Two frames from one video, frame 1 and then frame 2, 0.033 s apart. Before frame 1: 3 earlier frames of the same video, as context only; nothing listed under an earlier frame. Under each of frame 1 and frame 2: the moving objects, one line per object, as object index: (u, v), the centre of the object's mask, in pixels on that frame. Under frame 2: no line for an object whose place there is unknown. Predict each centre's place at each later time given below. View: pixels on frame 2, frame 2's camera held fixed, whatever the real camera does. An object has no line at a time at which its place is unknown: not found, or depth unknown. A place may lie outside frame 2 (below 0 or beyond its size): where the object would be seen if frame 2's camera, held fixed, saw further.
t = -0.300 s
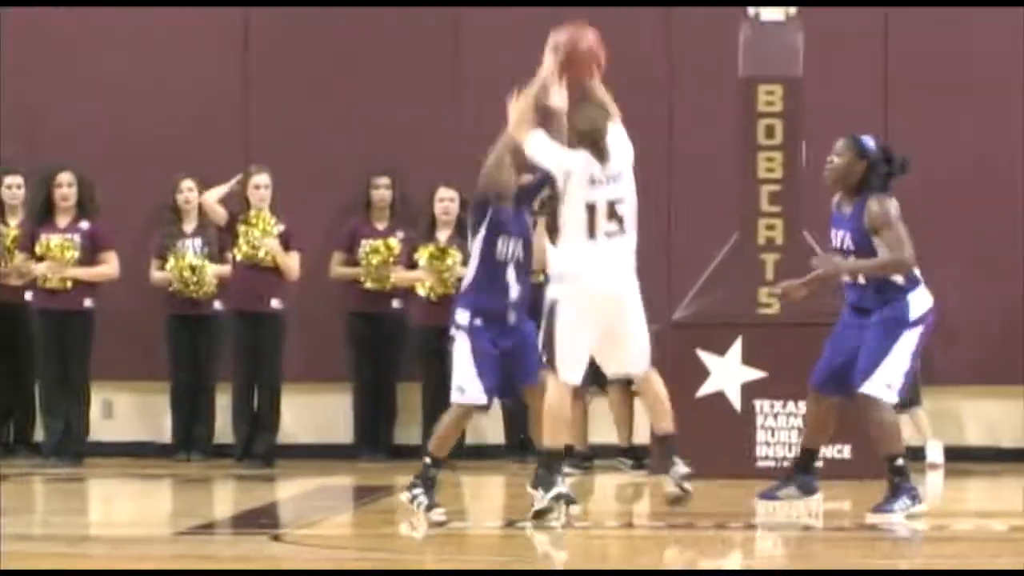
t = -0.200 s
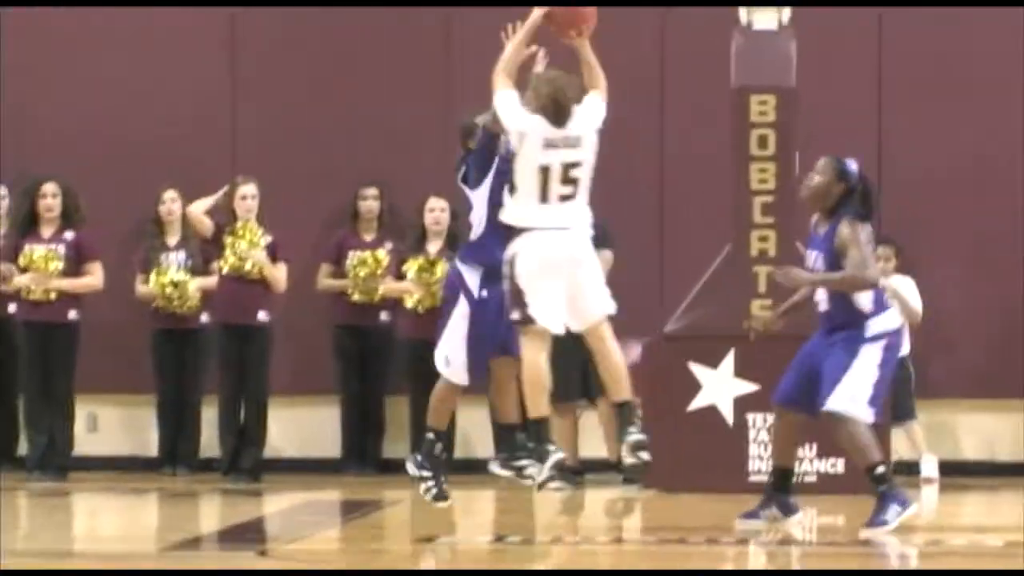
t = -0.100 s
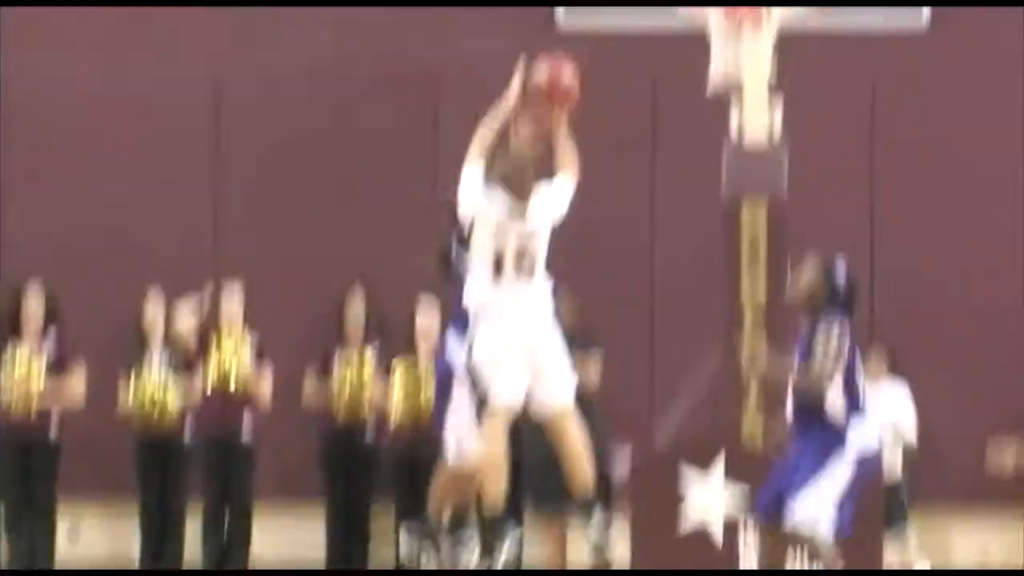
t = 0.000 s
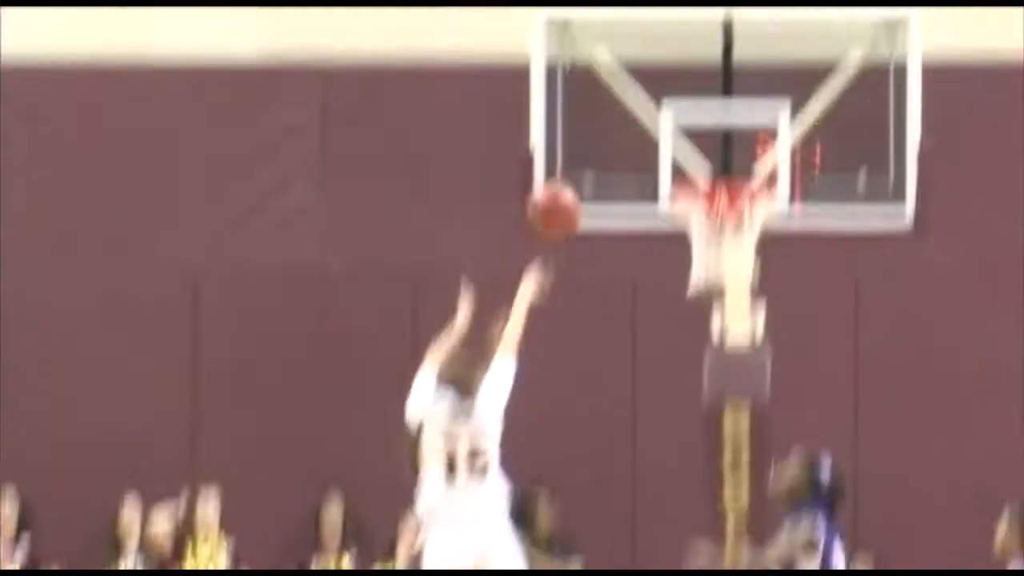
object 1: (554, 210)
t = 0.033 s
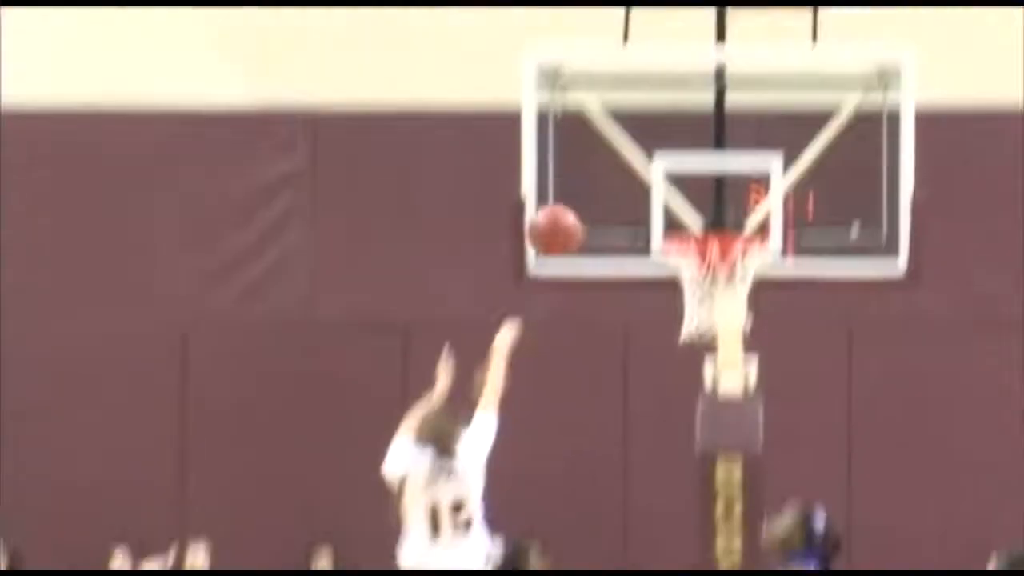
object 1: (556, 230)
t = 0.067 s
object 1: (565, 207)
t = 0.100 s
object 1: (574, 187)
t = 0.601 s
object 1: (706, 170)
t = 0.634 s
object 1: (713, 187)
